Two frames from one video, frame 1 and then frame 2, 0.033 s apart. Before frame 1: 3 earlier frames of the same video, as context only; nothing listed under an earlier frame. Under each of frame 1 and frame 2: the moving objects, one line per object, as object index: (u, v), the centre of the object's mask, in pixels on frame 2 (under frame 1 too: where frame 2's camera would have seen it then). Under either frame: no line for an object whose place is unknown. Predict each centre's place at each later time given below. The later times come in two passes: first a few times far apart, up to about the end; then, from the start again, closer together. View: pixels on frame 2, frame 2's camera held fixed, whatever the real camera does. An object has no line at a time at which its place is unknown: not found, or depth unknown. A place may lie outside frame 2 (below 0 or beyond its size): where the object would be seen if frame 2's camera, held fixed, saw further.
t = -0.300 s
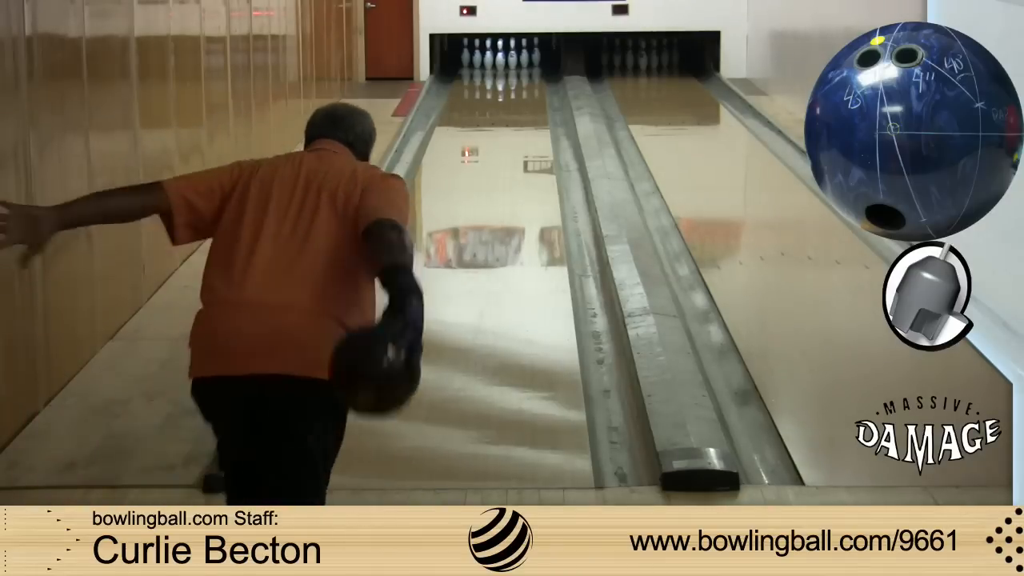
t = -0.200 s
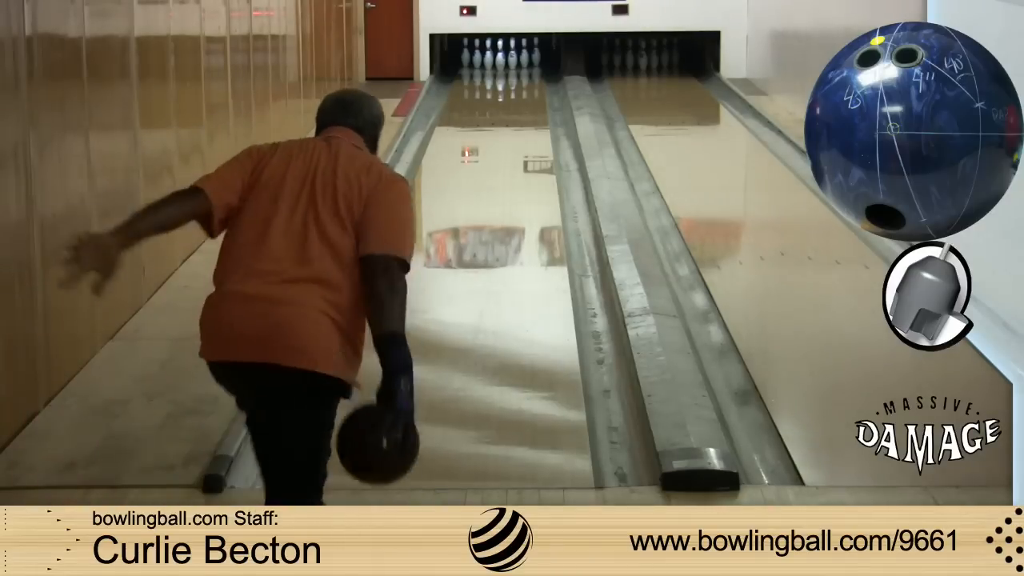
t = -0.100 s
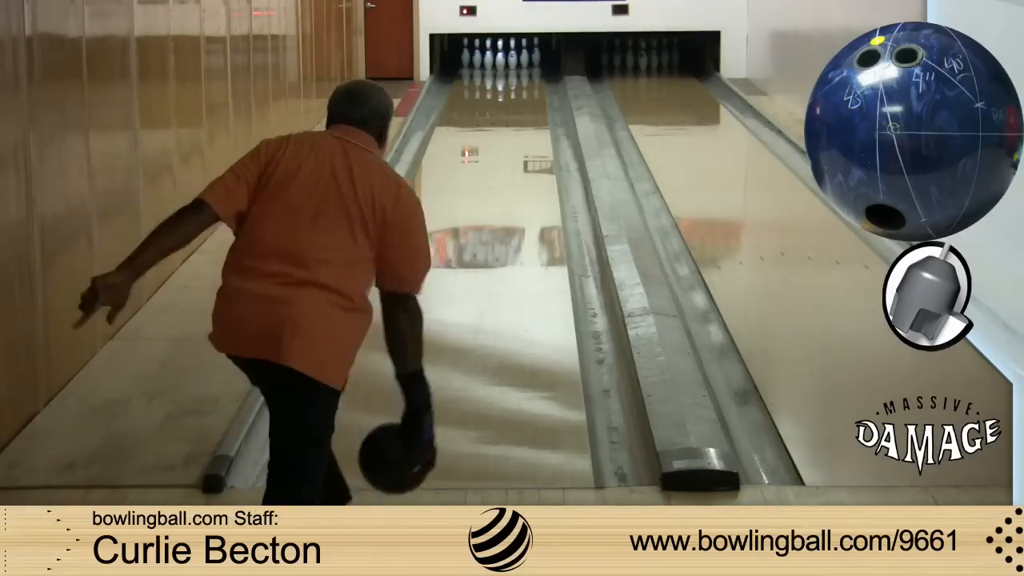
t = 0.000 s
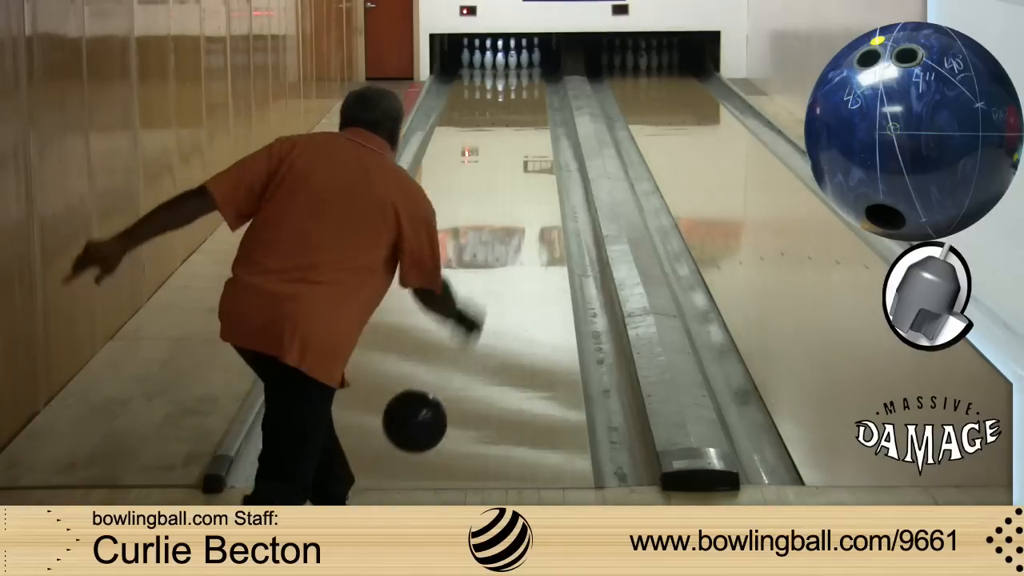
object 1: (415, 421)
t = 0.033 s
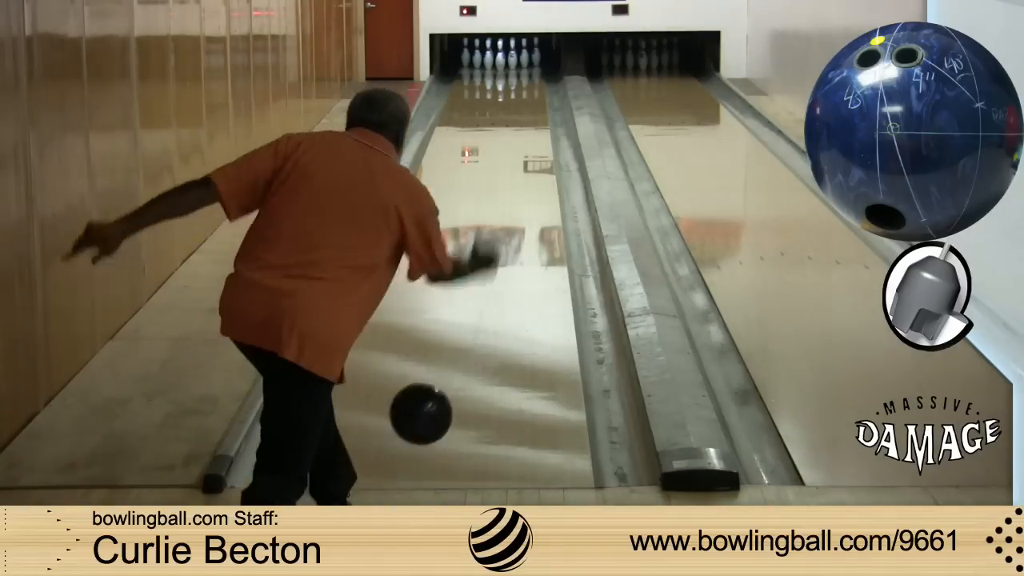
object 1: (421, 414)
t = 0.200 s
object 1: (445, 381)
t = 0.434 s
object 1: (468, 302)
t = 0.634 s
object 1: (481, 253)
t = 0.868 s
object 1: (493, 209)
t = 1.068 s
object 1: (501, 182)
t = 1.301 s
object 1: (506, 152)
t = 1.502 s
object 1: (510, 133)
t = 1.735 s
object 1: (513, 115)
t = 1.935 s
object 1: (515, 101)
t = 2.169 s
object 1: (515, 88)
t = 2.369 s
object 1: (514, 78)
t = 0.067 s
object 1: (427, 410)
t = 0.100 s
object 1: (432, 409)
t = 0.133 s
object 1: (437, 411)
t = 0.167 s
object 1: (441, 395)
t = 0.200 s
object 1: (445, 381)
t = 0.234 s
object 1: (449, 370)
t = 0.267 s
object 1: (453, 357)
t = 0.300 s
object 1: (456, 345)
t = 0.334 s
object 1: (459, 334)
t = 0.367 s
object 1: (462, 323)
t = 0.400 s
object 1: (465, 312)
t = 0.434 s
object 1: (468, 302)
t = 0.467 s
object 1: (470, 293)
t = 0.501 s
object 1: (473, 284)
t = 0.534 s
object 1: (475, 276)
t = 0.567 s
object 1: (477, 268)
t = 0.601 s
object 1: (479, 260)
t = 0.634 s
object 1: (481, 253)
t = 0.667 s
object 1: (483, 246)
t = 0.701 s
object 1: (485, 239)
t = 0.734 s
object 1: (487, 232)
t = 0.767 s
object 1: (488, 226)
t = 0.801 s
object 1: (490, 220)
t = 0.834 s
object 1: (491, 214)
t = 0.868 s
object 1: (493, 209)
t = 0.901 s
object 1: (494, 203)
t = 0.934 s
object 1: (495, 198)
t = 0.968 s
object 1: (496, 193)
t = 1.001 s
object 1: (498, 188)
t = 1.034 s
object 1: (499, 184)
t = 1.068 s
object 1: (501, 182)
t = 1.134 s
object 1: (502, 171)
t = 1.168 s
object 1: (503, 167)
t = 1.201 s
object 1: (503, 163)
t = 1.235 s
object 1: (504, 159)
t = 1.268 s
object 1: (505, 155)
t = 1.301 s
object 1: (506, 152)
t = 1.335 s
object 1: (506, 148)
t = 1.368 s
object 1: (507, 145)
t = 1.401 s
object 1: (508, 142)
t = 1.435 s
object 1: (509, 139)
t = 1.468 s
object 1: (509, 136)
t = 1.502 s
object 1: (510, 133)
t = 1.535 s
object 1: (510, 130)
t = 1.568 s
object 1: (511, 128)
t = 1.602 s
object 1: (511, 125)
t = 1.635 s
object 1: (512, 122)
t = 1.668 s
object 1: (512, 120)
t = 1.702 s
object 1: (513, 117)
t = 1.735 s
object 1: (513, 115)
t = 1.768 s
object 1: (514, 112)
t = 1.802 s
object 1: (514, 110)
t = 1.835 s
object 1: (514, 107)
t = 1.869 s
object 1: (514, 105)
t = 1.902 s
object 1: (515, 103)
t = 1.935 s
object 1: (515, 101)
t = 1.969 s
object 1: (515, 98)
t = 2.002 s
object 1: (515, 97)
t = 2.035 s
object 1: (515, 94)
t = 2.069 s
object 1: (515, 93)
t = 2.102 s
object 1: (516, 91)
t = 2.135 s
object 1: (516, 89)
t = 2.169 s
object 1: (515, 88)
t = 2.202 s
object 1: (515, 86)
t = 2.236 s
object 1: (515, 84)
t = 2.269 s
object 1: (515, 82)
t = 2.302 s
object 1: (514, 81)
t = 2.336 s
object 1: (514, 80)
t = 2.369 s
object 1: (514, 78)
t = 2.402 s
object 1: (513, 76)
